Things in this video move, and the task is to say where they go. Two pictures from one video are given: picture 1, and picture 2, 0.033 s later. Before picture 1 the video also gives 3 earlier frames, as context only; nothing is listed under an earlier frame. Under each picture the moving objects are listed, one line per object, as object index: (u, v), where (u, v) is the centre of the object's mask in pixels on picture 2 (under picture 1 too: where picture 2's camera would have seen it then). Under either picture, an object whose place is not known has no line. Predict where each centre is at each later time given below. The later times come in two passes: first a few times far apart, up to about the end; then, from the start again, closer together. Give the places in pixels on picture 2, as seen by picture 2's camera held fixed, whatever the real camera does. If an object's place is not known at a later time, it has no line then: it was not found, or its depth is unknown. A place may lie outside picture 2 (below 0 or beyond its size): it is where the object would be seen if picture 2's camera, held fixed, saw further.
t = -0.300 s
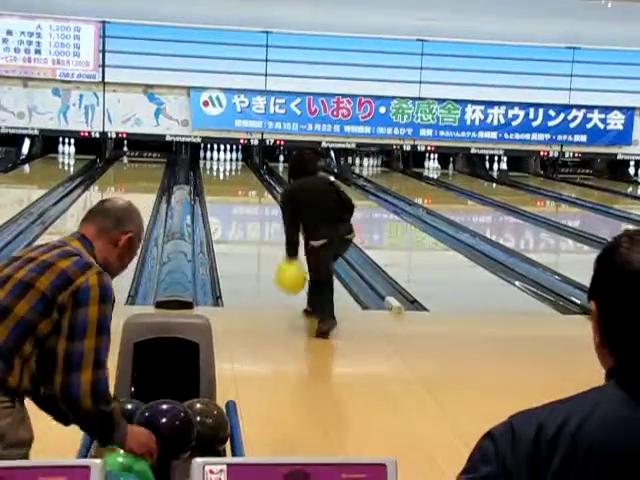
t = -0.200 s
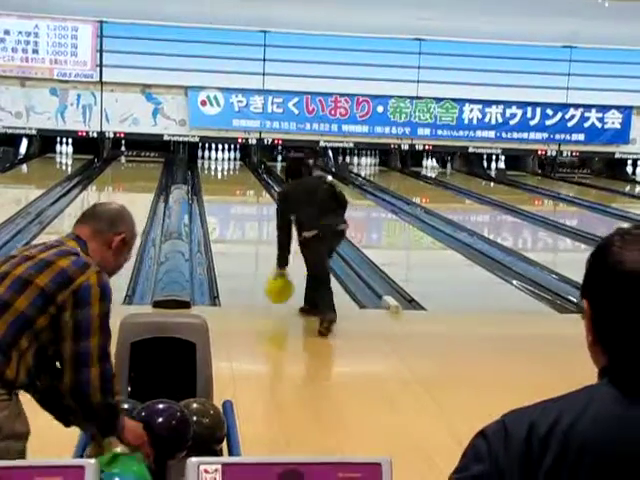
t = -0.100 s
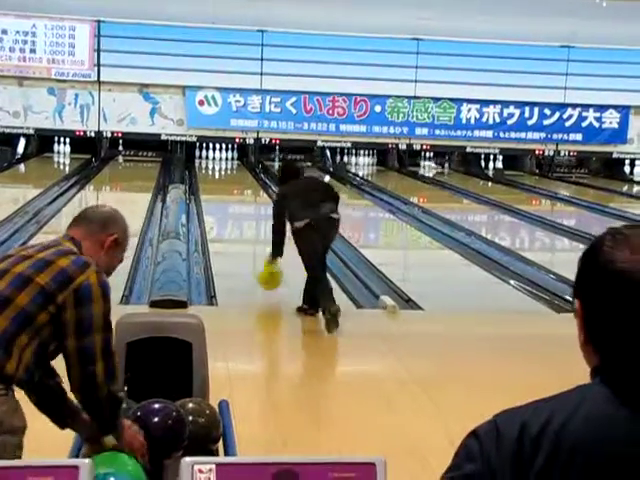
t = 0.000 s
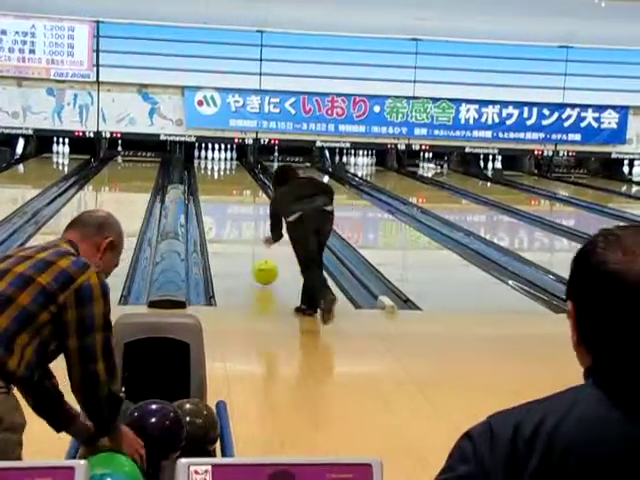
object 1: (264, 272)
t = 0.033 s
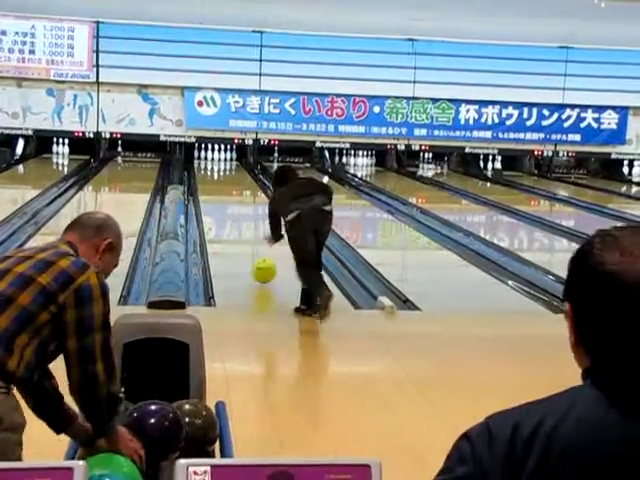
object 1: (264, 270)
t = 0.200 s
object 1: (259, 256)
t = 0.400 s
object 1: (253, 237)
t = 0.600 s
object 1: (250, 226)
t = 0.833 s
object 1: (249, 214)
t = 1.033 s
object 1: (247, 202)
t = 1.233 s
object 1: (245, 196)
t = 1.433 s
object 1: (243, 190)
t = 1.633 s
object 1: (241, 184)
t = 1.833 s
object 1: (240, 180)
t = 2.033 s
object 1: (239, 175)
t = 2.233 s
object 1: (238, 170)
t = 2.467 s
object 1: (237, 166)
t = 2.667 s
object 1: (236, 163)
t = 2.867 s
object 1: (236, 161)
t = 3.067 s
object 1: (236, 157)
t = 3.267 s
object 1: (237, 156)
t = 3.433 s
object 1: (240, 158)
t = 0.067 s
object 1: (262, 266)
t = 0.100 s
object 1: (261, 262)
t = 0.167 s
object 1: (260, 257)
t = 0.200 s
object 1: (259, 256)
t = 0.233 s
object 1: (258, 254)
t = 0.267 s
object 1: (257, 251)
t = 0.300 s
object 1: (256, 249)
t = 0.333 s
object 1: (254, 245)
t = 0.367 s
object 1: (254, 241)
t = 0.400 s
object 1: (253, 237)
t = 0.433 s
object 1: (253, 236)
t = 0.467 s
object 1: (252, 233)
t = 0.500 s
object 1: (251, 231)
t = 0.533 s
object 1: (251, 229)
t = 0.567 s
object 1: (251, 229)
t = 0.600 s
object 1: (250, 226)
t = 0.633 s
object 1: (250, 223)
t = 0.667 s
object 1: (249, 221)
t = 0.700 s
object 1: (249, 220)
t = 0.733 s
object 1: (250, 219)
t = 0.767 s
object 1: (250, 218)
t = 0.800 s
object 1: (250, 217)
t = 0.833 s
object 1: (249, 214)
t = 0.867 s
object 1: (249, 212)
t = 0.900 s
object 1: (248, 209)
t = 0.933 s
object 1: (248, 208)
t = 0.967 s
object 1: (248, 206)
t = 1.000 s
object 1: (247, 203)
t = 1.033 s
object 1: (247, 202)
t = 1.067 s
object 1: (247, 201)
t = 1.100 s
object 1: (247, 200)
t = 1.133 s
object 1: (246, 199)
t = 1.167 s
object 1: (245, 197)
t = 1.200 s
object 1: (245, 198)
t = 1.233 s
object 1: (245, 196)
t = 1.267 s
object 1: (244, 195)
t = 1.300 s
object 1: (244, 194)
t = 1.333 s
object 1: (243, 193)
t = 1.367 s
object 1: (243, 192)
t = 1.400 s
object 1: (243, 191)
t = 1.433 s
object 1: (243, 190)
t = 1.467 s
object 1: (242, 188)
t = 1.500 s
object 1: (242, 188)
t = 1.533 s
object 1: (242, 187)
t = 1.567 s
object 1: (242, 186)
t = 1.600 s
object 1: (241, 185)
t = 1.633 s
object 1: (241, 184)
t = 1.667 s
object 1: (241, 184)
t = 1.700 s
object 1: (241, 183)
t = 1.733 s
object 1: (241, 182)
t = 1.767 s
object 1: (240, 180)
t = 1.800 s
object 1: (241, 180)
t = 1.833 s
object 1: (240, 180)
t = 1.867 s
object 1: (240, 179)
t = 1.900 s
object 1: (240, 178)
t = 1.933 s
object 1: (240, 177)
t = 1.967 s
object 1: (239, 176)
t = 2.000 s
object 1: (239, 175)
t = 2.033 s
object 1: (239, 175)
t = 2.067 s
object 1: (238, 174)
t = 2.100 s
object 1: (238, 173)
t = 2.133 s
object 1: (238, 172)
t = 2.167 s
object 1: (238, 172)
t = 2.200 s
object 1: (238, 171)
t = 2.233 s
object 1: (238, 170)
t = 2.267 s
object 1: (238, 169)
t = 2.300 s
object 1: (238, 169)
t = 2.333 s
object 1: (238, 169)
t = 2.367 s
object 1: (238, 168)
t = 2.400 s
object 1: (237, 167)
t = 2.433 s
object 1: (237, 166)
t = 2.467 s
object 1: (237, 166)
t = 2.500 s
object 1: (237, 165)
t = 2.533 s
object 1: (237, 165)
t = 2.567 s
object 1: (237, 163)
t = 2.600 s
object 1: (237, 164)
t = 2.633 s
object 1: (237, 163)
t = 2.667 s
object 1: (236, 163)
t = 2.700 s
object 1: (237, 163)
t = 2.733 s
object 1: (236, 162)
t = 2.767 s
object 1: (237, 162)
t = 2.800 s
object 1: (236, 162)
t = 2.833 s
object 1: (236, 161)
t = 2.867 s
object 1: (236, 161)
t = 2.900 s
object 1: (236, 161)
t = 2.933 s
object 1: (236, 161)
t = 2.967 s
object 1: (237, 160)
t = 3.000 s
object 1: (236, 159)
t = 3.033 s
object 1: (236, 159)
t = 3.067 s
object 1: (236, 157)
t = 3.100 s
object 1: (236, 158)
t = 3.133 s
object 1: (236, 157)
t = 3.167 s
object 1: (236, 157)
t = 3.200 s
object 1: (236, 156)
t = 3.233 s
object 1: (236, 156)
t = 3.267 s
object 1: (237, 156)
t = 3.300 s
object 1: (238, 156)
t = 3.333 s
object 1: (238, 156)
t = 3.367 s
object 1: (239, 156)
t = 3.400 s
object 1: (239, 157)
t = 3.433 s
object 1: (240, 158)
